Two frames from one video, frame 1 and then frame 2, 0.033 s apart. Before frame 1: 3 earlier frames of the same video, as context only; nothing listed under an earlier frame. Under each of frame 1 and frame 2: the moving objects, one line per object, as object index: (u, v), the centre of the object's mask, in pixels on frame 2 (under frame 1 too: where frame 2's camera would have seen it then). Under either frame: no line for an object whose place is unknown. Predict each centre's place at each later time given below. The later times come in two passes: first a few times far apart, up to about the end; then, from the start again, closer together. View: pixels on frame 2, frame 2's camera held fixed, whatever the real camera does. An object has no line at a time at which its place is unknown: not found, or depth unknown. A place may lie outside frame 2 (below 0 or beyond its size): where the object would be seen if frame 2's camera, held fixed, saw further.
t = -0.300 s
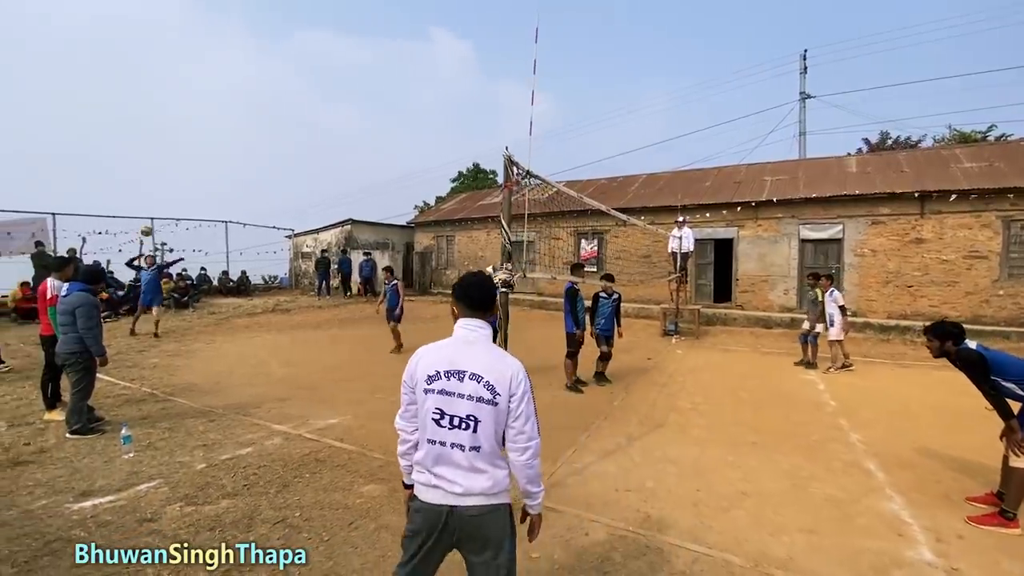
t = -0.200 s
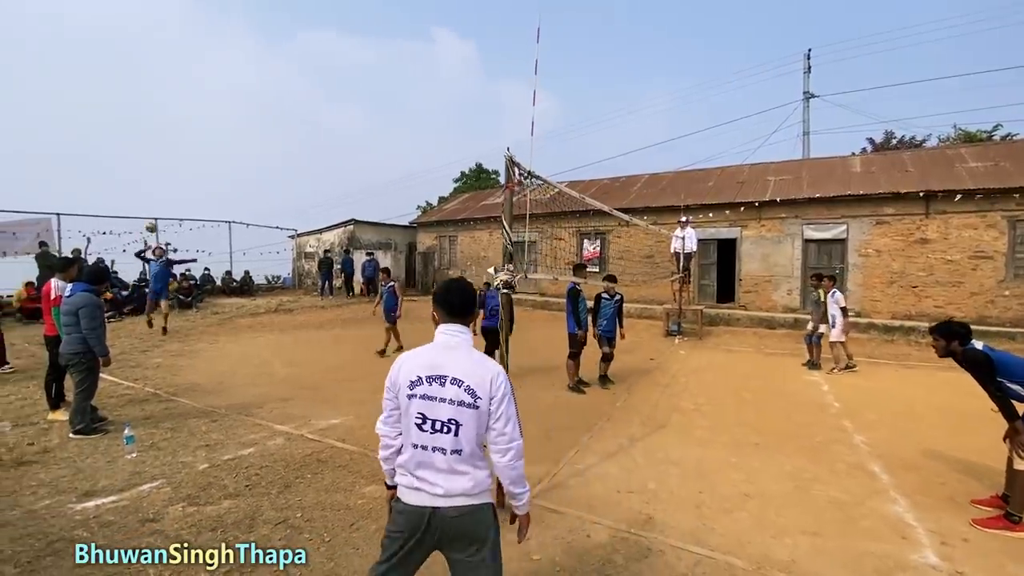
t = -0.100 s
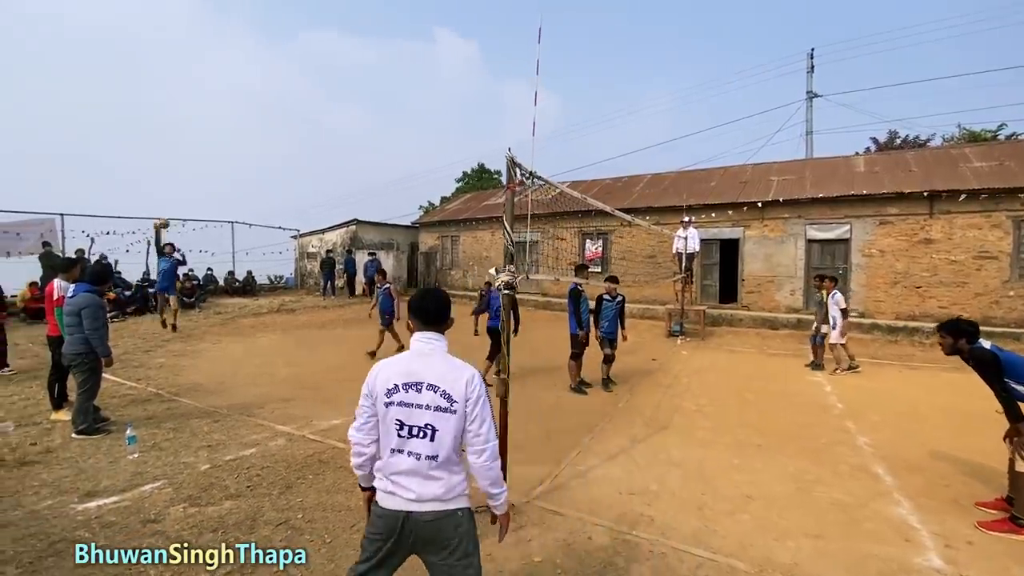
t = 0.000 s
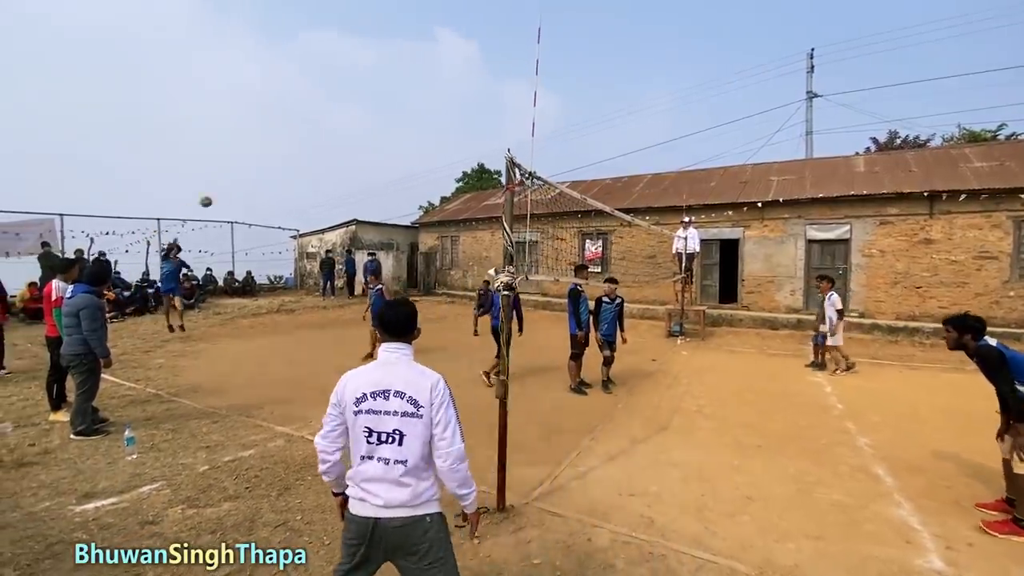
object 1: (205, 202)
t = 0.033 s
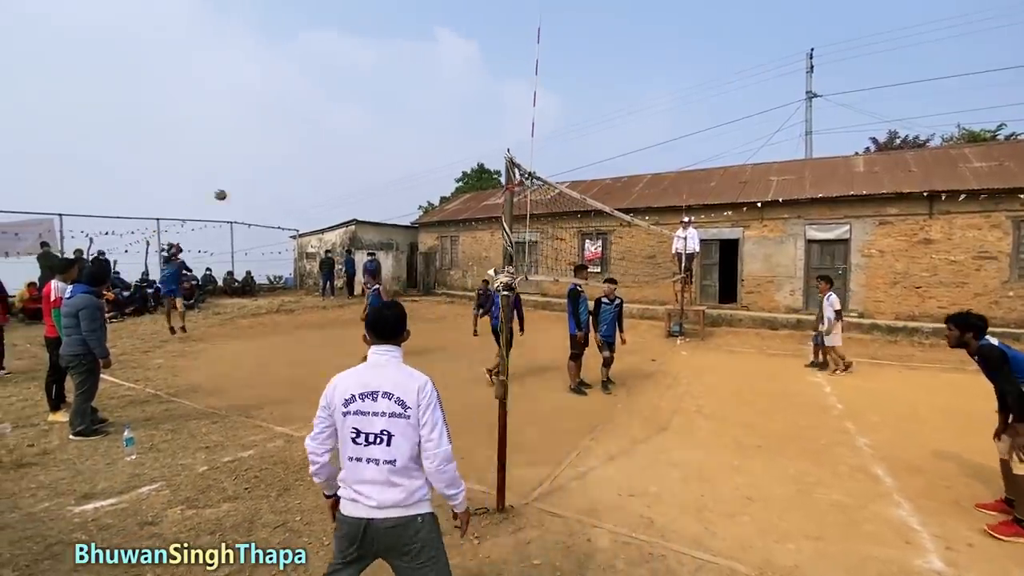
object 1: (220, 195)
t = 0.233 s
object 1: (324, 160)
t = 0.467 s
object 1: (485, 139)
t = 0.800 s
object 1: (805, 189)
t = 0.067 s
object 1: (235, 188)
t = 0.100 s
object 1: (252, 182)
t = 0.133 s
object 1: (269, 176)
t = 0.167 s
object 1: (287, 170)
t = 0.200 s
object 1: (306, 165)
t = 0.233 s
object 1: (324, 160)
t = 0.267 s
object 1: (345, 156)
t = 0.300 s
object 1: (366, 152)
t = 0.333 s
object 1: (387, 149)
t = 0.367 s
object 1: (410, 146)
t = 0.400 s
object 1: (434, 144)
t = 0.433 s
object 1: (459, 141)
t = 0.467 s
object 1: (485, 139)
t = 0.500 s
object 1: (511, 138)
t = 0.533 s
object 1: (540, 138)
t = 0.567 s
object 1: (569, 140)
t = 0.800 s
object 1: (805, 189)
